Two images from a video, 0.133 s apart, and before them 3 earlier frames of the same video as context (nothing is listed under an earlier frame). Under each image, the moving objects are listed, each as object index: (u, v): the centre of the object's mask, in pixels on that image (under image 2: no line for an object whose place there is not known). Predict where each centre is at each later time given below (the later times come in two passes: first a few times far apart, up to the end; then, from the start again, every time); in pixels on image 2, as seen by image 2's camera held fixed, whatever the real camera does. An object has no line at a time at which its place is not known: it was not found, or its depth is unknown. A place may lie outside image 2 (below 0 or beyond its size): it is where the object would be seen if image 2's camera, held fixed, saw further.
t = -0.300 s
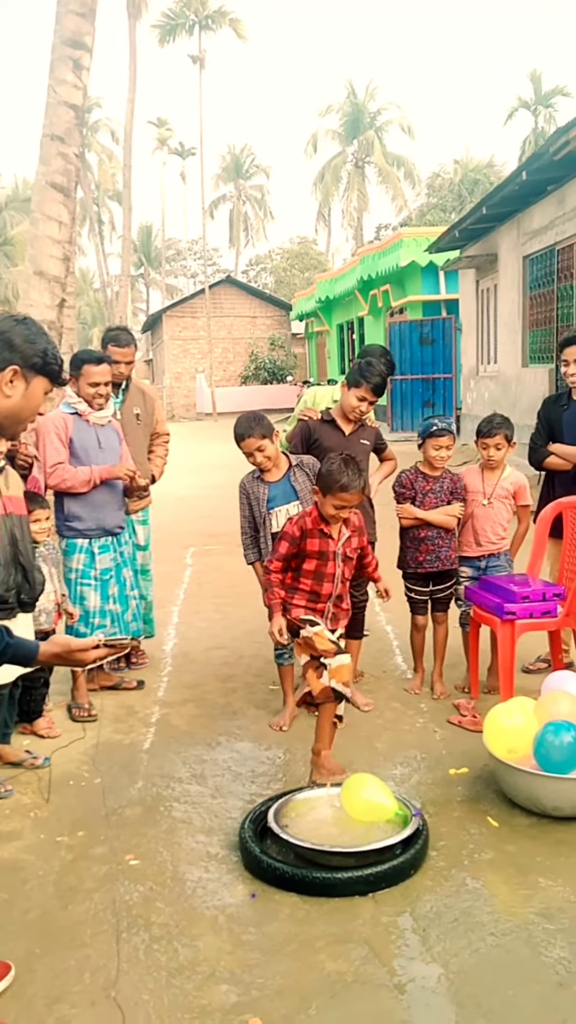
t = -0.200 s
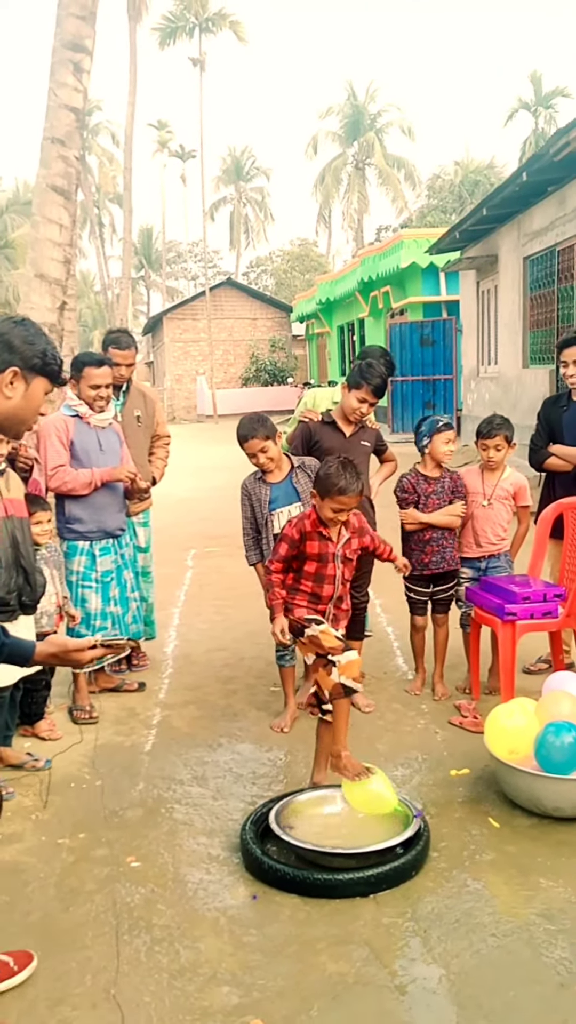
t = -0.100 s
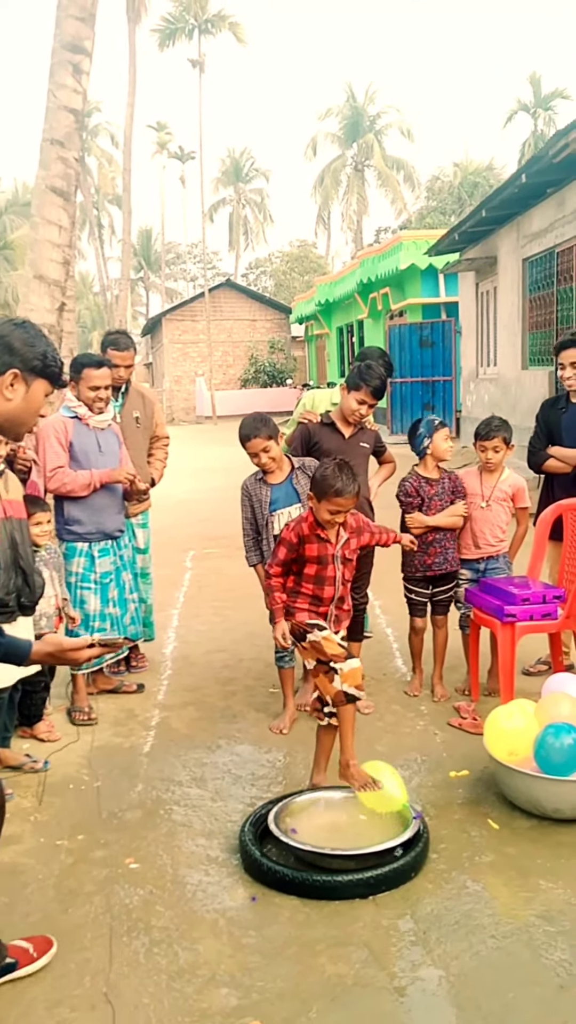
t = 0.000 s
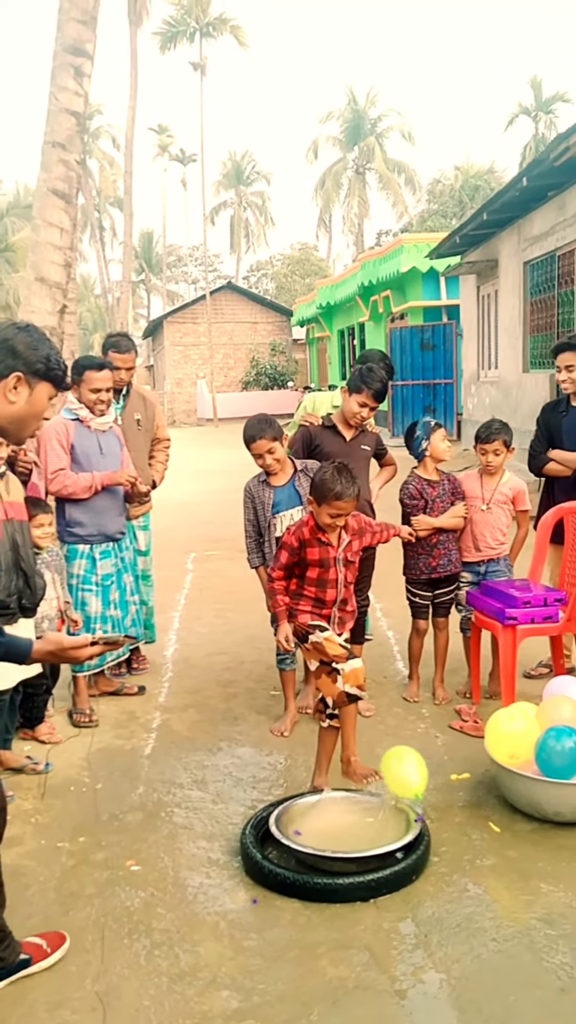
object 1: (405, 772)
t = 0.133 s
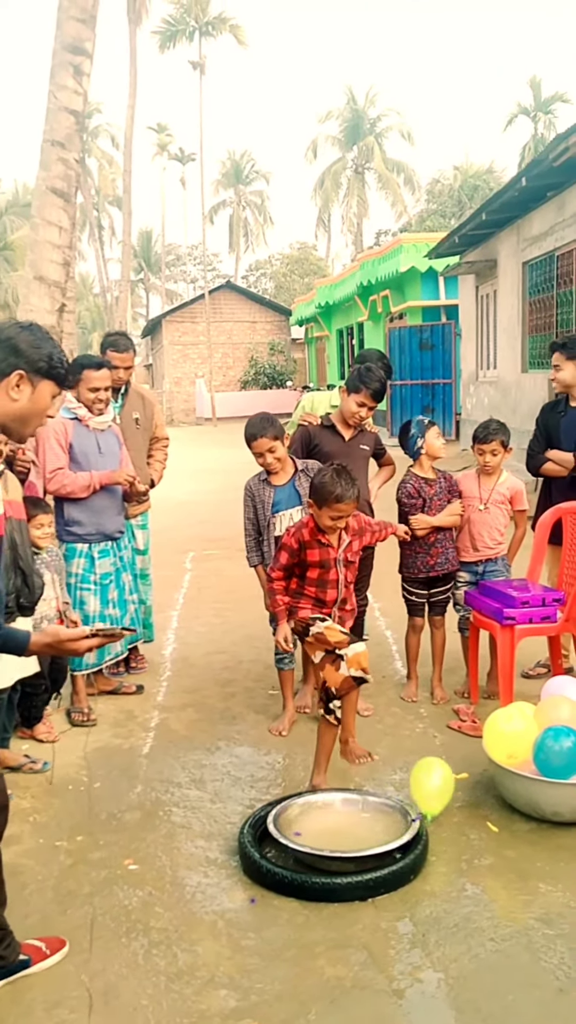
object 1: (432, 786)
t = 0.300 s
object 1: (459, 798)
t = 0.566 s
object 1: (464, 798)
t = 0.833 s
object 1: (456, 797)
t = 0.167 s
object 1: (439, 796)
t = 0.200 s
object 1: (445, 801)
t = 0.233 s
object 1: (451, 799)
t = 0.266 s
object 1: (455, 798)
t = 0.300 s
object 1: (459, 798)
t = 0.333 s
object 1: (462, 797)
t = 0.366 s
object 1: (465, 797)
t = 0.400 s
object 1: (466, 797)
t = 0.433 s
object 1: (467, 797)
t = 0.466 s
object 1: (467, 797)
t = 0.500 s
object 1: (466, 797)
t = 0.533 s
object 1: (465, 798)
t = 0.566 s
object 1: (464, 798)
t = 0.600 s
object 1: (463, 798)
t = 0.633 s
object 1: (462, 798)
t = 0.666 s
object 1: (460, 798)
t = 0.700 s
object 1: (459, 797)
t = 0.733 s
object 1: (459, 797)
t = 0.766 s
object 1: (458, 797)
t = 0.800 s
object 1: (457, 797)
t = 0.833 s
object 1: (456, 797)
